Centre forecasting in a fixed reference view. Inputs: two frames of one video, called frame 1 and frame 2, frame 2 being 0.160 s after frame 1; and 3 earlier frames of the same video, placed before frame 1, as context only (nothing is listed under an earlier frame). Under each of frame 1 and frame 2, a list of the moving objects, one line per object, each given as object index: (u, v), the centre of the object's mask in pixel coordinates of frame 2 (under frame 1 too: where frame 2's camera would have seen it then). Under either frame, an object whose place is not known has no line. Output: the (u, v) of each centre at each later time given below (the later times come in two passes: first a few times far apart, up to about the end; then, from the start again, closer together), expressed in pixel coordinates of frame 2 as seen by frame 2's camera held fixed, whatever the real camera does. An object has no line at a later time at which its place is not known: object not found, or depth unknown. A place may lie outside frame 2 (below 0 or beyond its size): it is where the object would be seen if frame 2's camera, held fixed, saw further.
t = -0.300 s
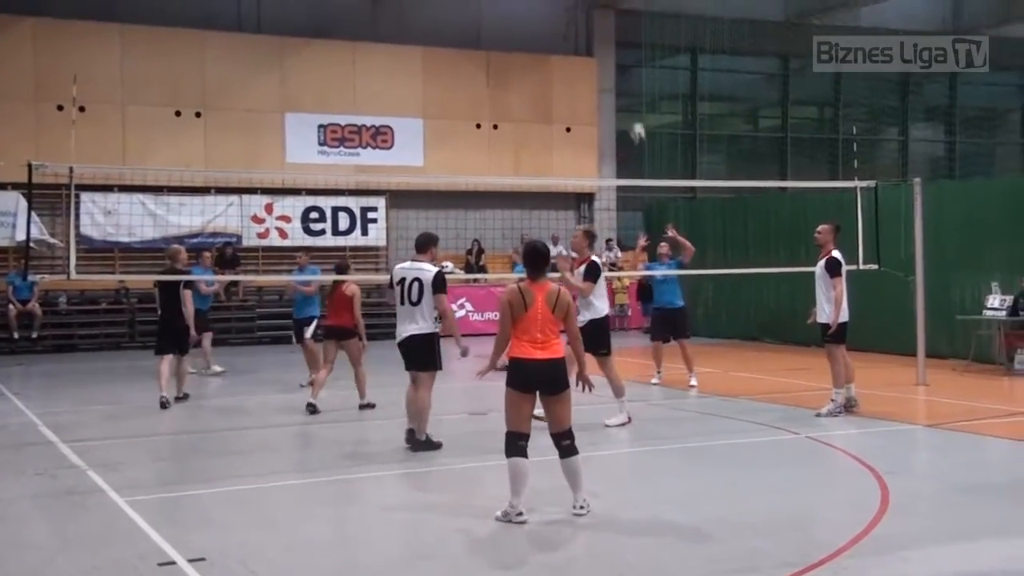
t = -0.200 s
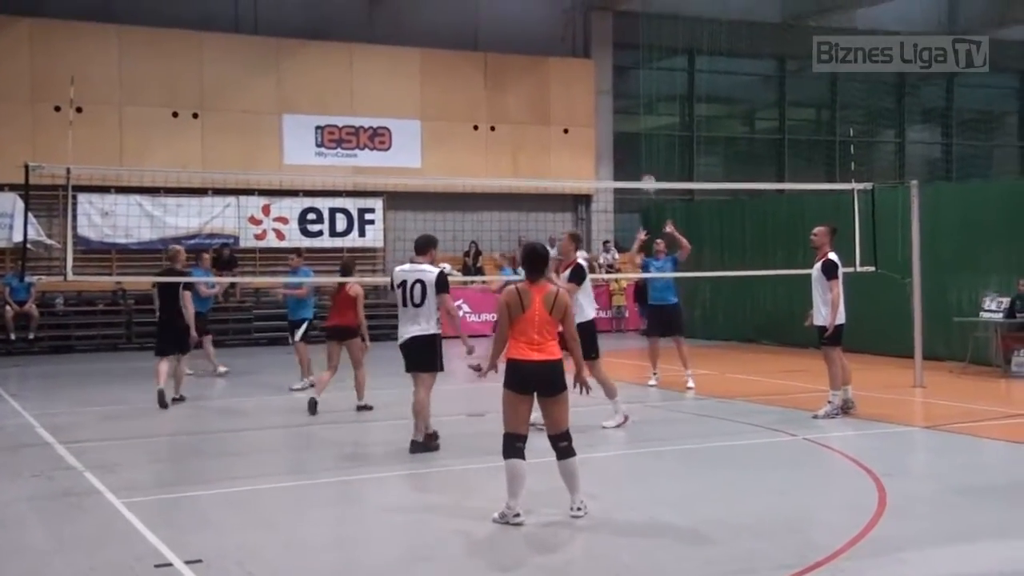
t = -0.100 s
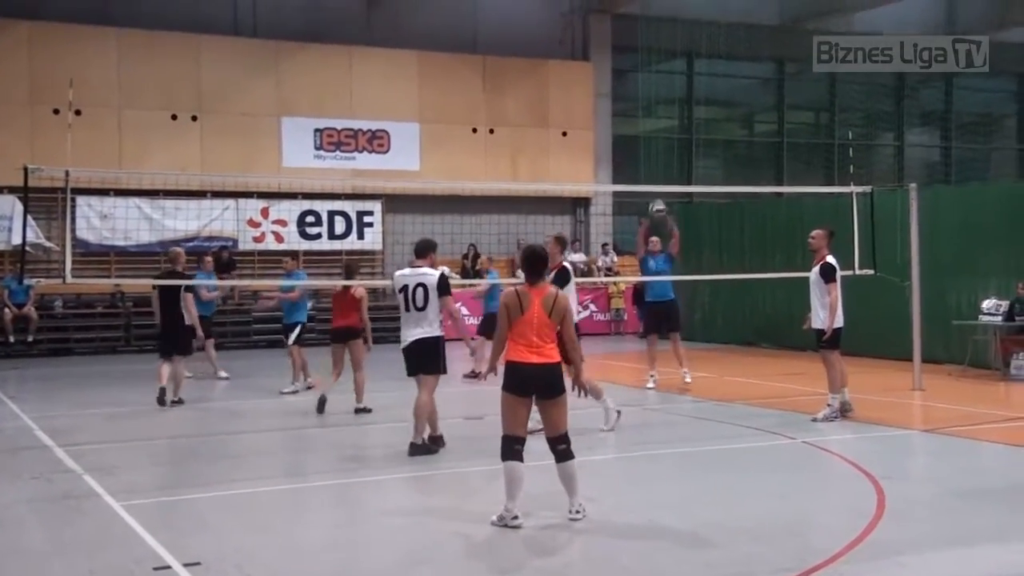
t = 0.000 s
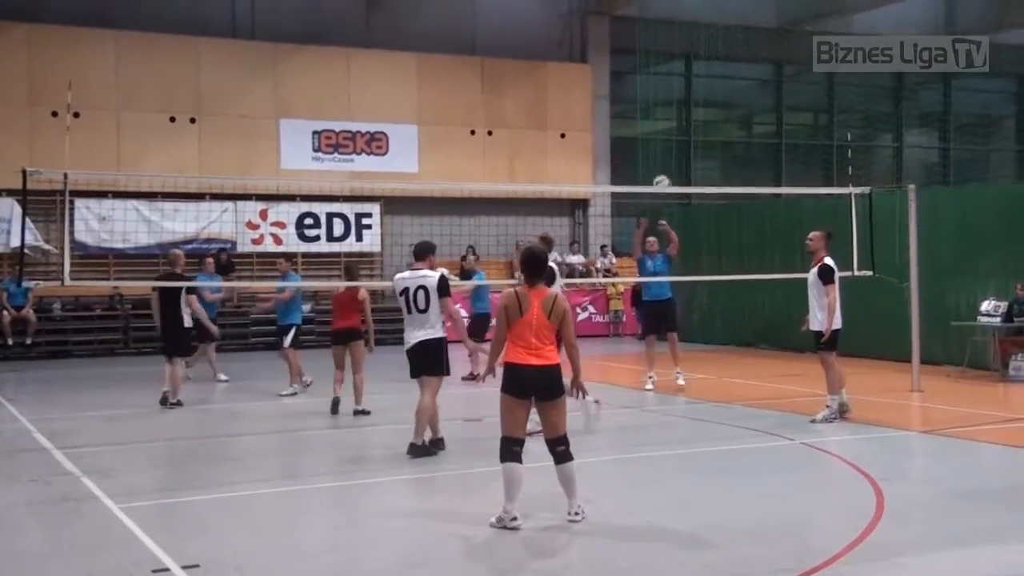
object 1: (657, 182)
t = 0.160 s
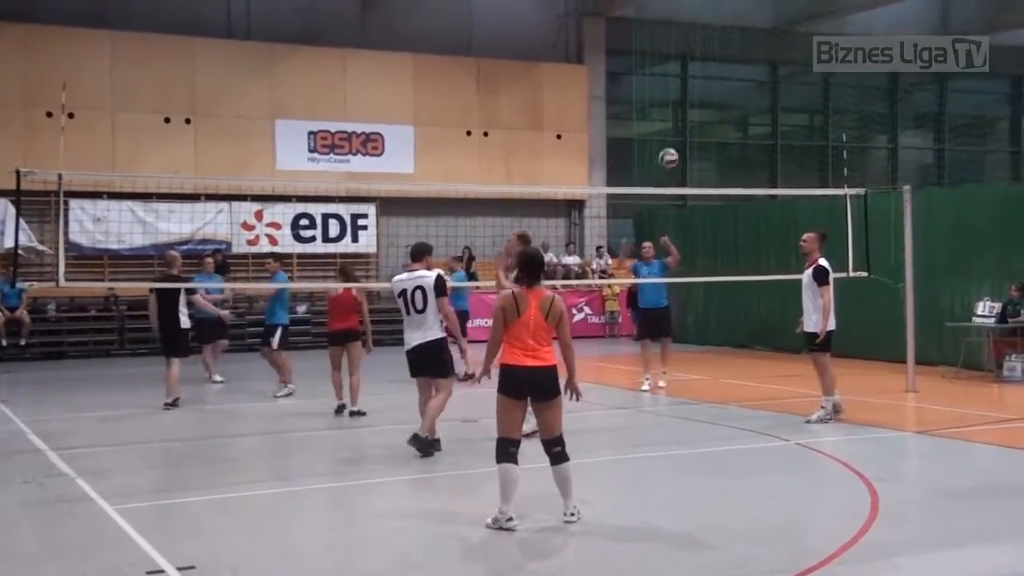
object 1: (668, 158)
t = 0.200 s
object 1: (671, 155)
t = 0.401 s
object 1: (691, 159)
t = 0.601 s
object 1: (718, 215)
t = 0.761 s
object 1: (746, 321)
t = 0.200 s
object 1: (671, 155)
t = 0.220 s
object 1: (673, 153)
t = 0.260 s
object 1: (677, 151)
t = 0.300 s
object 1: (680, 152)
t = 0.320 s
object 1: (682, 152)
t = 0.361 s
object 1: (687, 154)
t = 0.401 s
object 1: (691, 159)
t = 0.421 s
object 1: (693, 162)
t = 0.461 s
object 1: (698, 172)
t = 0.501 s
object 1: (703, 180)
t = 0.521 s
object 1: (706, 185)
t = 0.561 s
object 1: (712, 201)
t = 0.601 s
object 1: (718, 215)
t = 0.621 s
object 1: (721, 225)
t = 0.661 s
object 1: (727, 250)
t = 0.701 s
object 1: (734, 274)
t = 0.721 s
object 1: (737, 286)
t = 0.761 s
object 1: (746, 321)
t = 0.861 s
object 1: (765, 423)
